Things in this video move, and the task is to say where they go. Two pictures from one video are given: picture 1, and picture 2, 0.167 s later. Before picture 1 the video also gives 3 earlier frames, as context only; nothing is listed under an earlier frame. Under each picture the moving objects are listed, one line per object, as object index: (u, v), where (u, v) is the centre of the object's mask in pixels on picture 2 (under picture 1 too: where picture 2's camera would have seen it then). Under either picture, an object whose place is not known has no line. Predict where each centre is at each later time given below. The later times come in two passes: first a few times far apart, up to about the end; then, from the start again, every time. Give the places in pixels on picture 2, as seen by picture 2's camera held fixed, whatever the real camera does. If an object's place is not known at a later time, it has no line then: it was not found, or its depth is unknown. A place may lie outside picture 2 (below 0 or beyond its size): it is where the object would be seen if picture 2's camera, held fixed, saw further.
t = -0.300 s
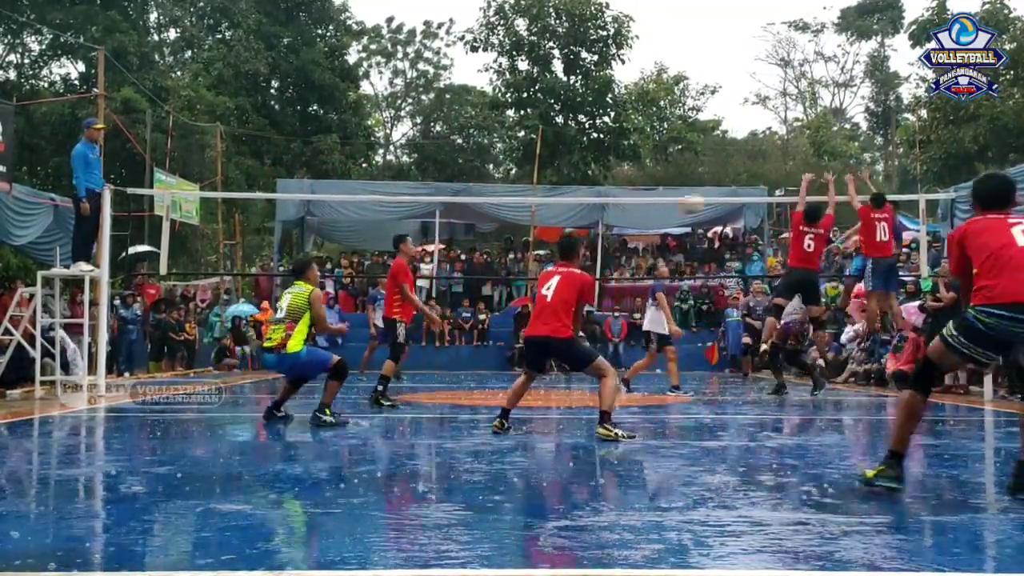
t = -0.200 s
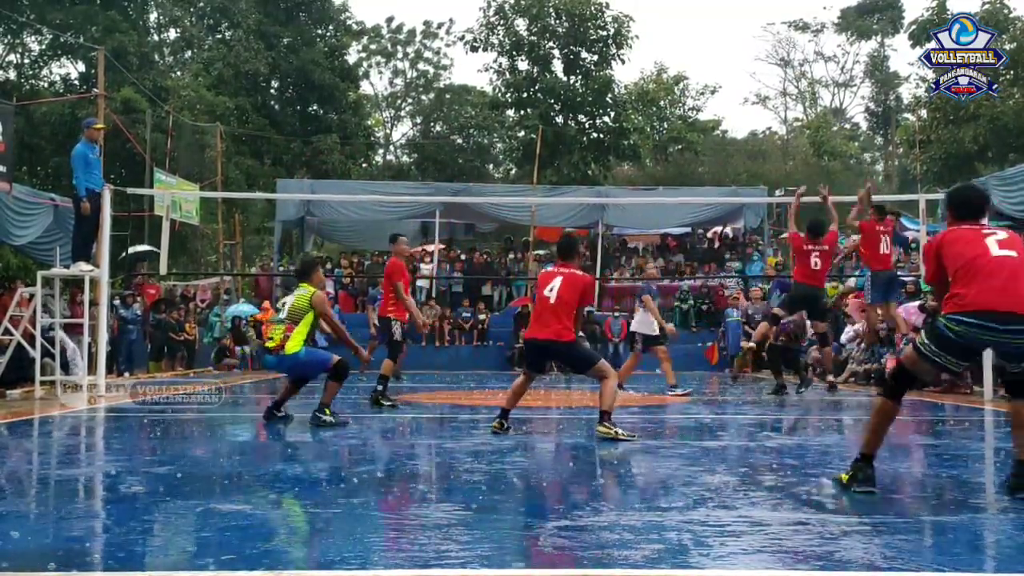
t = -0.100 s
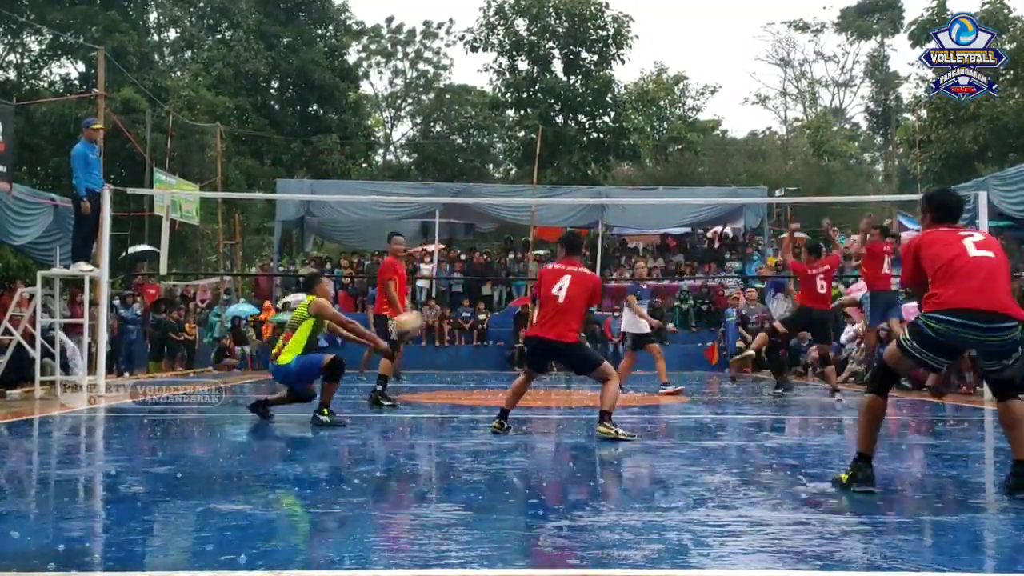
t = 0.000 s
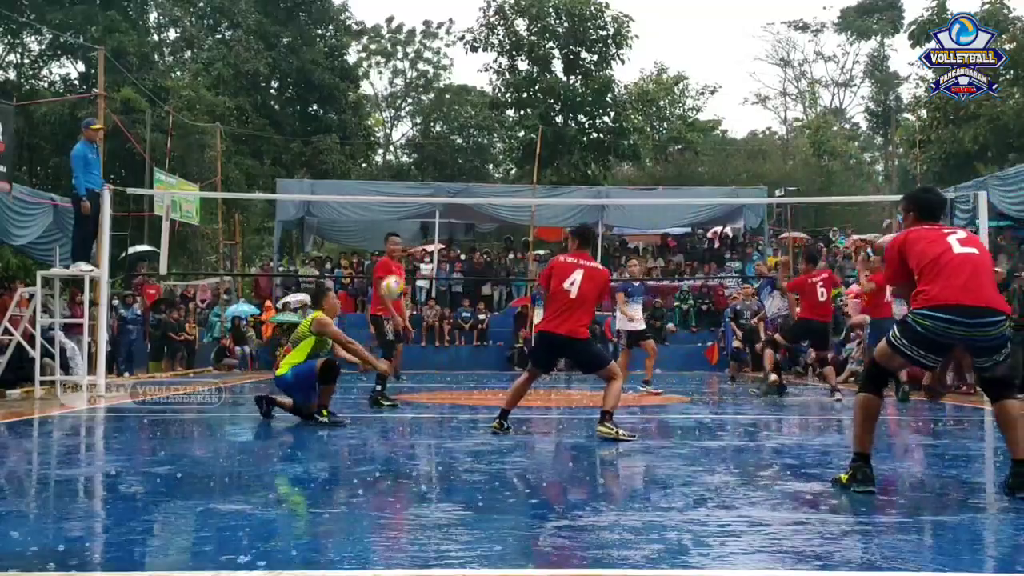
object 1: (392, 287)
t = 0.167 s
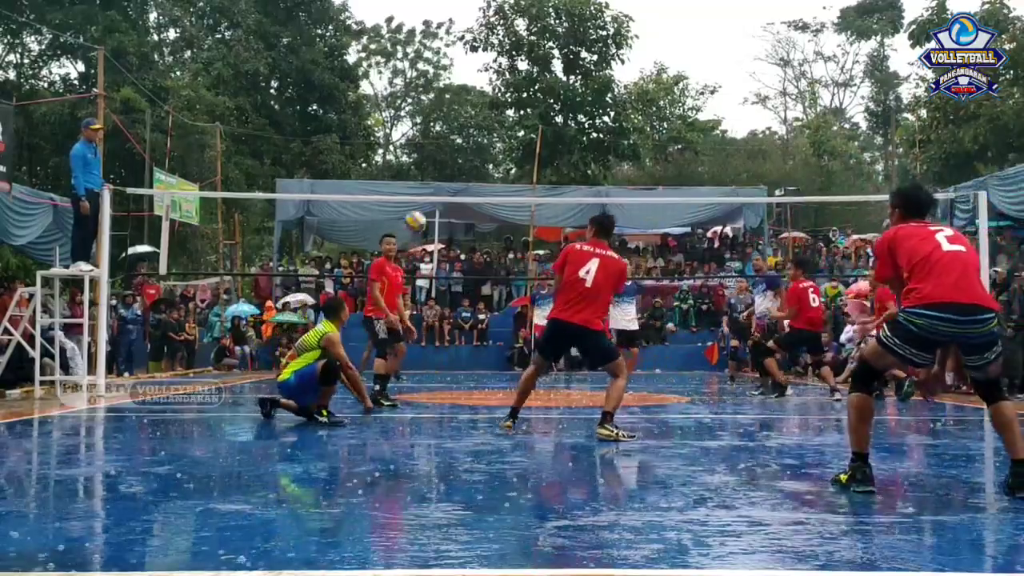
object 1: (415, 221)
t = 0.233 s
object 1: (421, 208)
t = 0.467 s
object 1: (441, 193)
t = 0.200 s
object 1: (418, 214)
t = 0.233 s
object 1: (421, 208)
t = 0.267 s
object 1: (425, 202)
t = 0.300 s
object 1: (429, 196)
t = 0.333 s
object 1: (431, 194)
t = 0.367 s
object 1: (435, 193)
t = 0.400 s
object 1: (437, 192)
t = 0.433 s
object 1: (439, 192)
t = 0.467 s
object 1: (441, 193)
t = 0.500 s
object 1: (445, 195)
